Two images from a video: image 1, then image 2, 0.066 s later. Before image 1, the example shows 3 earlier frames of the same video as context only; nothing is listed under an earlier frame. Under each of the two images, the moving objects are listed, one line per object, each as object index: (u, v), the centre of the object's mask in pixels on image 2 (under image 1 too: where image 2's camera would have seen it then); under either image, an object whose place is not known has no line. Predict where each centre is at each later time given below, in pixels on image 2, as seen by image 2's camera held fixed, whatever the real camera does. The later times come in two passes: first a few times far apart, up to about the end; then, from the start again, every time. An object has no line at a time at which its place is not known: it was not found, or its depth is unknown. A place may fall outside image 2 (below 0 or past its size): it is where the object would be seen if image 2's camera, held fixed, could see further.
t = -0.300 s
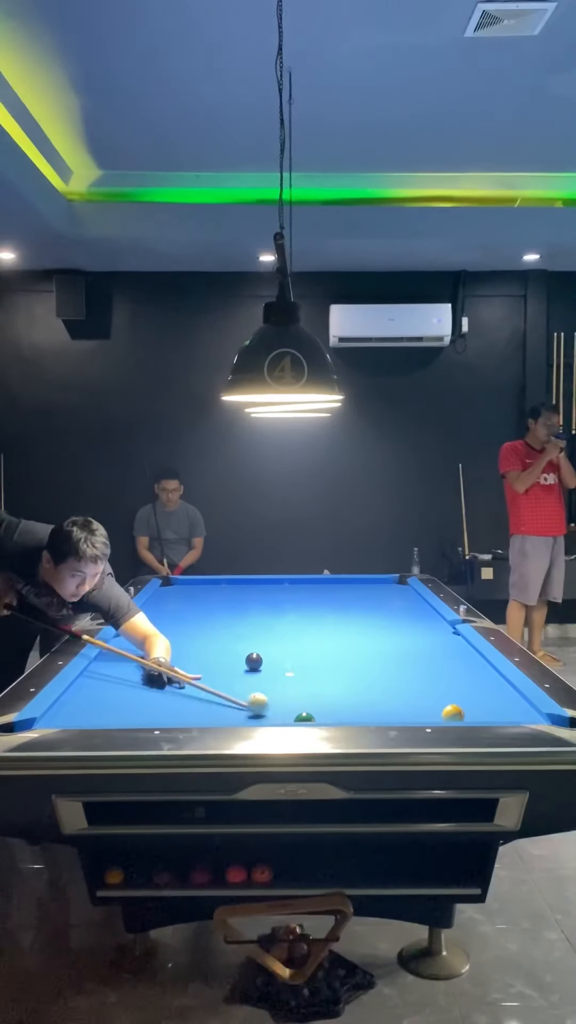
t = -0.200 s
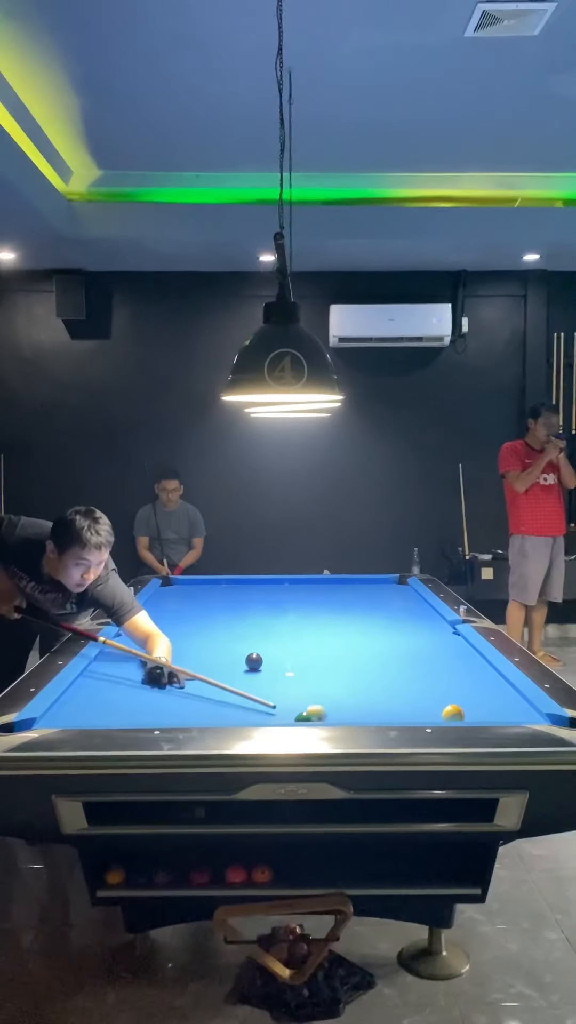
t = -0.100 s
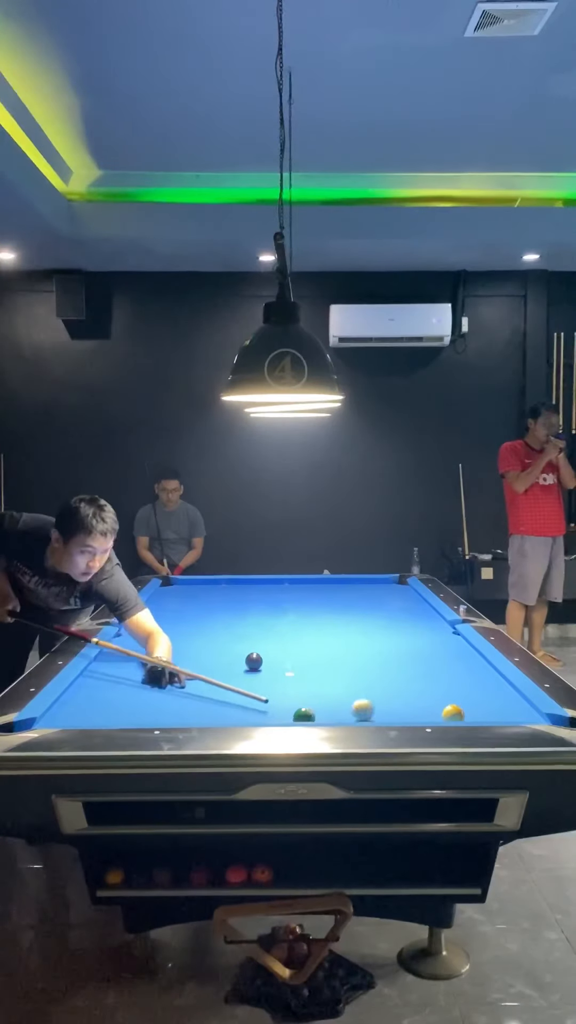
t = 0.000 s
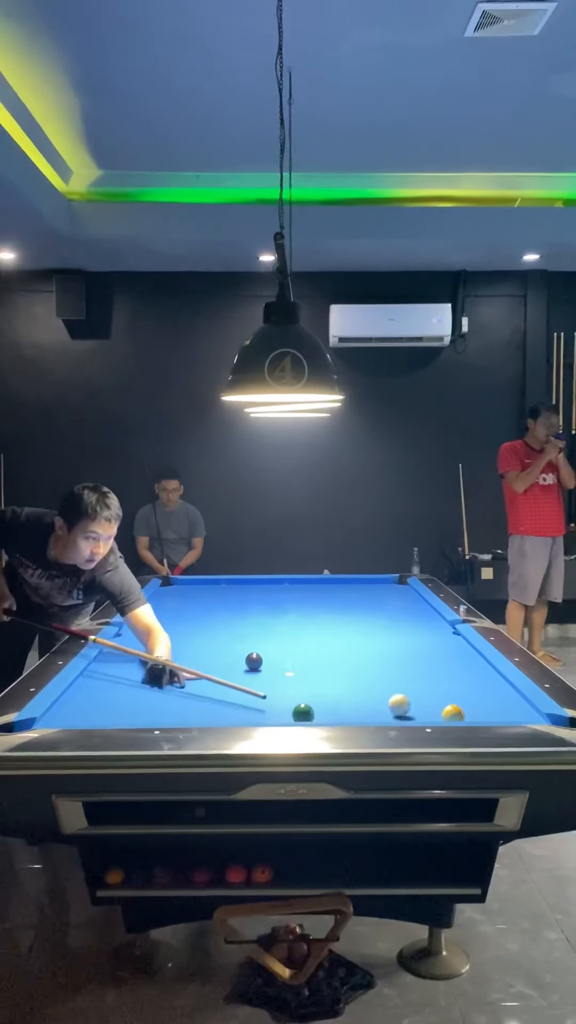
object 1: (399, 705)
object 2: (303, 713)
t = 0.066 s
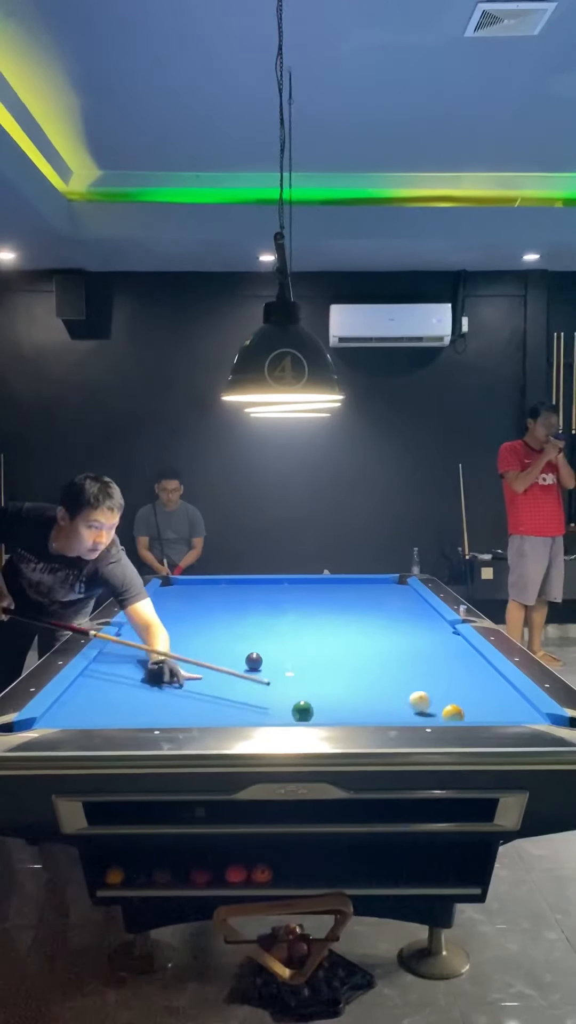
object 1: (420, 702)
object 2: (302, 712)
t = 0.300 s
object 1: (487, 692)
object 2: (301, 704)
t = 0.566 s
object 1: (468, 680)
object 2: (300, 696)
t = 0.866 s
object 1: (415, 667)
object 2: (300, 688)
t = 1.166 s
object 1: (370, 657)
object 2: (300, 681)
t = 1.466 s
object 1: (332, 648)
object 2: (299, 676)
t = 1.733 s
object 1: (302, 641)
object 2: (298, 672)
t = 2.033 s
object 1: (272, 634)
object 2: (299, 668)
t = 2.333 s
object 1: (246, 628)
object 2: (299, 665)
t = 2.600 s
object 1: (226, 623)
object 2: (300, 663)
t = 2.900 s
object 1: (206, 619)
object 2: (300, 661)
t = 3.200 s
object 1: (190, 615)
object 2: (300, 660)
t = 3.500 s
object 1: (175, 611)
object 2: (299, 660)
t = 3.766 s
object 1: (162, 608)
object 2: (299, 660)
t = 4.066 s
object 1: (150, 605)
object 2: (299, 660)
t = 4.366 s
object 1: (154, 604)
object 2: (299, 660)
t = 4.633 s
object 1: (160, 603)
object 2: (299, 660)
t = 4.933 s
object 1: (166, 602)
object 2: (299, 660)
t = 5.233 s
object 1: (170, 600)
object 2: (299, 660)
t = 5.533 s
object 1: (173, 600)
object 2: (299, 660)
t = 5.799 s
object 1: (175, 599)
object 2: (299, 660)
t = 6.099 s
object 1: (176, 599)
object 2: (299, 660)
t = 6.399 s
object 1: (176, 599)
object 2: (299, 660)
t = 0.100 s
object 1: (429, 701)
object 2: (302, 711)
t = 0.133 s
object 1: (439, 699)
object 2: (302, 711)
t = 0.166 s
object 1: (448, 696)
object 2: (302, 710)
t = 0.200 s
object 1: (459, 696)
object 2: (301, 709)
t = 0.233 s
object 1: (468, 695)
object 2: (301, 706)
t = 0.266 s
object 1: (477, 693)
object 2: (301, 705)
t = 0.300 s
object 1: (487, 692)
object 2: (301, 704)
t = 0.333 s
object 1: (496, 691)
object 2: (301, 703)
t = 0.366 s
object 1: (504, 689)
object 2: (301, 702)
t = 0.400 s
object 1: (502, 688)
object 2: (301, 701)
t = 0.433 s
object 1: (494, 686)
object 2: (300, 700)
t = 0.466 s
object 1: (487, 685)
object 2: (300, 699)
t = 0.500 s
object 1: (480, 683)
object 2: (300, 698)
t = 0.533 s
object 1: (474, 681)
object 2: (300, 697)
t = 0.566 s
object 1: (468, 680)
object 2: (300, 696)
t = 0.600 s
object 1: (461, 679)
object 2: (300, 695)
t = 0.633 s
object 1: (455, 677)
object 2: (300, 694)
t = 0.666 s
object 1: (449, 675)
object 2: (300, 693)
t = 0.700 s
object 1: (443, 674)
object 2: (300, 692)
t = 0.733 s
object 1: (437, 673)
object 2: (300, 691)
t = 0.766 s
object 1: (431, 671)
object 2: (300, 690)
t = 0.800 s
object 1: (426, 670)
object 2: (300, 690)
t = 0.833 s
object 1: (420, 669)
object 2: (300, 688)
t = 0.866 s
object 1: (415, 667)
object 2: (300, 688)
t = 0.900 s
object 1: (409, 666)
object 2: (300, 687)
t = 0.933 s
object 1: (404, 665)
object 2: (300, 686)
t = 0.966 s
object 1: (399, 664)
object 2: (300, 686)
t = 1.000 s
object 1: (394, 662)
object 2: (300, 685)
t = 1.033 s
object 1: (389, 661)
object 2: (300, 684)
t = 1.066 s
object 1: (384, 660)
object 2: (300, 683)
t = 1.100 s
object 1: (379, 659)
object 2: (300, 683)
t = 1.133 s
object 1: (374, 658)
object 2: (300, 682)
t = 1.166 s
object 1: (370, 657)
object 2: (300, 681)
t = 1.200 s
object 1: (365, 656)
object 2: (299, 681)
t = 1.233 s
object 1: (361, 654)
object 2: (299, 680)
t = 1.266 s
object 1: (356, 653)
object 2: (299, 679)
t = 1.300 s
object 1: (352, 652)
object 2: (299, 679)
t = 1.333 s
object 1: (348, 652)
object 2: (299, 678)
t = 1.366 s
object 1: (343, 651)
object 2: (299, 677)
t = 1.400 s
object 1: (339, 649)
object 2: (299, 677)
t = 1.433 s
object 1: (335, 648)
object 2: (299, 676)
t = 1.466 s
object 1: (332, 648)
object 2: (299, 676)
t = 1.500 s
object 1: (327, 647)
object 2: (299, 675)
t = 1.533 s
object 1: (324, 646)
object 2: (299, 675)
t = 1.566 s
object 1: (320, 645)
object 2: (299, 674)
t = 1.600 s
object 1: (316, 644)
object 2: (298, 674)
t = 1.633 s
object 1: (312, 643)
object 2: (298, 673)
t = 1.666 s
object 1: (309, 642)
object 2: (299, 673)
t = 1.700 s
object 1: (305, 642)
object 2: (298, 672)
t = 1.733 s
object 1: (302, 641)
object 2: (298, 672)
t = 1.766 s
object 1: (298, 640)
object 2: (299, 671)
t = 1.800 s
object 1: (295, 639)
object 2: (299, 671)
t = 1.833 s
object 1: (291, 638)
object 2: (299, 670)
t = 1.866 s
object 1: (288, 638)
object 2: (299, 670)
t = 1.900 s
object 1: (285, 637)
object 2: (299, 670)
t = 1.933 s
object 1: (282, 636)
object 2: (299, 669)
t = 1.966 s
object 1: (278, 635)
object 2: (299, 669)
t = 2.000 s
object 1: (275, 635)
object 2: (299, 668)
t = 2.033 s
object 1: (272, 634)
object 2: (299, 668)
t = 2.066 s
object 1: (269, 633)
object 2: (299, 667)
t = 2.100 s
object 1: (266, 633)
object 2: (299, 667)
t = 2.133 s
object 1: (263, 632)
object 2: (299, 667)
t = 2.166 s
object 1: (260, 632)
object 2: (299, 666)
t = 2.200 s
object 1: (257, 631)
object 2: (299, 666)
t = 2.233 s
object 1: (255, 630)
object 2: (299, 666)
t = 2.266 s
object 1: (252, 629)
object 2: (299, 666)
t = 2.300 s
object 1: (249, 629)
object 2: (299, 666)
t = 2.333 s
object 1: (246, 628)
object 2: (299, 665)
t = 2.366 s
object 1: (244, 628)
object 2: (299, 665)
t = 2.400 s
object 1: (241, 627)
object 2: (299, 664)
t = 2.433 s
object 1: (239, 626)
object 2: (299, 664)
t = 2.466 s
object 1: (236, 626)
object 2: (299, 664)
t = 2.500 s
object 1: (233, 625)
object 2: (300, 664)
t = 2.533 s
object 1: (231, 624)
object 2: (300, 663)
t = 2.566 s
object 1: (229, 624)
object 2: (300, 664)
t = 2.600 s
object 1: (226, 623)
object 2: (300, 663)
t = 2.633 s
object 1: (224, 623)
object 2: (300, 663)
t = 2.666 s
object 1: (222, 622)
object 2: (300, 663)
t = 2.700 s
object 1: (219, 622)
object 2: (300, 662)
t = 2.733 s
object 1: (217, 621)
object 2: (300, 662)
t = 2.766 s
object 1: (215, 621)
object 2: (300, 662)
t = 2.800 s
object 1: (213, 620)
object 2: (300, 662)
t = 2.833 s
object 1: (211, 620)
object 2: (300, 662)
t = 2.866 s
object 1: (208, 619)
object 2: (300, 662)
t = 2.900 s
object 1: (206, 619)
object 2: (300, 661)
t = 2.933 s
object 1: (204, 618)
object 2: (300, 661)
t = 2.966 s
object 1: (202, 618)
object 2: (300, 661)
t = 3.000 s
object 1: (200, 617)
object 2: (300, 661)
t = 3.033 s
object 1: (198, 617)
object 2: (300, 661)
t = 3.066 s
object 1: (197, 616)
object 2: (300, 661)
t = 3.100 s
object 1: (195, 616)
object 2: (300, 660)
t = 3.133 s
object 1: (193, 616)
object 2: (300, 661)
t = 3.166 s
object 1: (192, 615)
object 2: (300, 660)
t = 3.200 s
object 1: (190, 615)
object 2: (300, 660)
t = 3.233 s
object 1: (188, 614)
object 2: (300, 660)
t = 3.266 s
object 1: (186, 614)
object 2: (300, 660)
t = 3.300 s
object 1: (184, 614)
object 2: (300, 660)
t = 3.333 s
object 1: (182, 613)
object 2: (299, 660)
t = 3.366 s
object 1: (181, 613)
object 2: (299, 660)
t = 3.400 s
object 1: (179, 612)
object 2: (299, 660)
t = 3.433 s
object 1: (178, 612)
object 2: (299, 660)
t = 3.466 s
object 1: (176, 611)
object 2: (299, 660)
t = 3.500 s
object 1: (175, 611)
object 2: (299, 660)
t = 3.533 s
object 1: (173, 611)
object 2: (299, 660)
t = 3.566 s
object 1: (171, 610)
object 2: (299, 660)
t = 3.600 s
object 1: (170, 610)
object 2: (299, 660)
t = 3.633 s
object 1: (168, 610)
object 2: (299, 660)
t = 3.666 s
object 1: (167, 609)
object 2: (299, 660)
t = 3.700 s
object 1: (165, 609)
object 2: (299, 660)
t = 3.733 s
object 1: (163, 609)
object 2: (299, 660)
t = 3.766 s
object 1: (162, 608)
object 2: (299, 660)
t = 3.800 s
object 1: (161, 608)
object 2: (299, 660)
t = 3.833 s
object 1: (159, 608)
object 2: (299, 660)
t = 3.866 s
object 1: (158, 607)
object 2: (299, 660)
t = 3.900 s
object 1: (157, 607)
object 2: (299, 660)
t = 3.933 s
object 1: (155, 607)
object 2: (299, 660)
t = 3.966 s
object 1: (154, 606)
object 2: (299, 660)
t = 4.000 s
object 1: (153, 606)
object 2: (299, 660)
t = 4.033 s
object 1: (151, 606)
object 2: (299, 660)
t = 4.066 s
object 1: (150, 605)
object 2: (299, 660)
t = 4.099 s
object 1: (149, 605)
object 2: (299, 660)
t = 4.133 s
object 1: (148, 605)
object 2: (299, 660)
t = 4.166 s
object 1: (149, 605)
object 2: (299, 660)
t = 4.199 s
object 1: (150, 604)
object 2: (299, 660)
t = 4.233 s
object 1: (150, 604)
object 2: (299, 660)
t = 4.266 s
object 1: (151, 604)
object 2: (299, 660)
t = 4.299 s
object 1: (152, 604)
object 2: (299, 660)
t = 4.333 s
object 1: (153, 604)
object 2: (299, 660)
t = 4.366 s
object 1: (154, 604)
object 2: (299, 660)
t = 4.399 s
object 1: (155, 603)
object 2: (299, 660)
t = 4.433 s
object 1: (155, 603)
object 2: (299, 660)
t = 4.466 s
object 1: (156, 603)
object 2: (299, 660)
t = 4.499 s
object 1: (157, 603)
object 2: (299, 660)
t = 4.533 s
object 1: (158, 603)
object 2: (299, 660)
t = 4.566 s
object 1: (159, 603)
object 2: (299, 660)
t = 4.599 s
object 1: (160, 603)
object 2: (299, 660)
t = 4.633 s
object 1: (160, 603)
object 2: (299, 660)
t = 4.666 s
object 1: (161, 602)
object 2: (299, 660)
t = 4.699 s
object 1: (161, 602)
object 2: (299, 660)
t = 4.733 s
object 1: (162, 602)
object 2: (299, 660)
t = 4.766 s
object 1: (163, 602)
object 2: (299, 660)
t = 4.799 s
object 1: (164, 602)
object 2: (299, 660)
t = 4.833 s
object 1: (164, 602)
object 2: (299, 660)
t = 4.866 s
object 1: (165, 601)
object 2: (299, 660)
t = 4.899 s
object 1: (165, 602)
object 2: (299, 660)
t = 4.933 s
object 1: (166, 602)
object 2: (299, 660)
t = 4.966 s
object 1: (166, 601)
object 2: (299, 660)
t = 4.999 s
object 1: (167, 601)
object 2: (299, 660)
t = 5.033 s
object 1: (167, 601)
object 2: (299, 660)
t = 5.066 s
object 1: (168, 601)
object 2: (299, 660)
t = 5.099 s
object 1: (168, 601)
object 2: (299, 660)
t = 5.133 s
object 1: (169, 601)
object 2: (299, 660)
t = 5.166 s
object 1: (169, 601)
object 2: (299, 660)
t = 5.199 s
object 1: (170, 601)
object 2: (299, 660)
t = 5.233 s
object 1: (170, 600)
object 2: (299, 660)
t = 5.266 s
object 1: (171, 600)
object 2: (299, 660)
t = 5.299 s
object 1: (171, 600)
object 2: (299, 660)
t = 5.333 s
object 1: (171, 600)
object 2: (299, 660)
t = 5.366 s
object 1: (172, 600)
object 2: (299, 660)
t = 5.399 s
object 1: (172, 600)
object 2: (299, 660)
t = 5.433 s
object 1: (172, 600)
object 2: (299, 660)
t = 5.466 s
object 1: (173, 600)
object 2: (299, 660)
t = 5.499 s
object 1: (173, 600)
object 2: (299, 660)
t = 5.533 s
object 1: (173, 600)
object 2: (299, 660)
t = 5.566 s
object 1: (173, 600)
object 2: (299, 660)
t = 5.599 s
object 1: (174, 600)
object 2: (299, 660)
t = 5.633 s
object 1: (174, 600)
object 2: (299, 660)
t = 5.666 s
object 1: (174, 600)
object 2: (299, 660)
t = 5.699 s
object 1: (174, 599)
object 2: (299, 660)
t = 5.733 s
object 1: (175, 600)
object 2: (299, 660)
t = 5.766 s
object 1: (175, 600)
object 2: (299, 660)
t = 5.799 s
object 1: (175, 599)
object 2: (299, 660)
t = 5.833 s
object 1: (175, 599)
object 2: (299, 660)
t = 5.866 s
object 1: (175, 599)
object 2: (299, 660)
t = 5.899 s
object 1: (175, 599)
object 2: (299, 660)
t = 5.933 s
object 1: (175, 599)
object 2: (299, 660)
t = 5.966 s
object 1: (175, 599)
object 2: (299, 660)
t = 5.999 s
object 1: (176, 599)
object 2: (299, 660)
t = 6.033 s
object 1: (175, 599)
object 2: (299, 660)
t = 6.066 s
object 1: (176, 600)
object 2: (299, 660)
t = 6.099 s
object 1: (176, 599)
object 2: (299, 660)
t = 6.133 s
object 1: (176, 599)
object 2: (299, 660)
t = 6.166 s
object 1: (176, 600)
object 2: (299, 660)
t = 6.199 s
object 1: (176, 599)
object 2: (299, 660)
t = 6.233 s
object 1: (176, 599)
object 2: (299, 660)
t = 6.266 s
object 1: (176, 599)
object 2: (299, 660)
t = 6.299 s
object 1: (176, 599)
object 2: (299, 660)
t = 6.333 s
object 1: (176, 599)
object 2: (299, 660)
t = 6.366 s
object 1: (176, 599)
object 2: (299, 660)
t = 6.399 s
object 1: (176, 599)
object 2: (299, 660)
